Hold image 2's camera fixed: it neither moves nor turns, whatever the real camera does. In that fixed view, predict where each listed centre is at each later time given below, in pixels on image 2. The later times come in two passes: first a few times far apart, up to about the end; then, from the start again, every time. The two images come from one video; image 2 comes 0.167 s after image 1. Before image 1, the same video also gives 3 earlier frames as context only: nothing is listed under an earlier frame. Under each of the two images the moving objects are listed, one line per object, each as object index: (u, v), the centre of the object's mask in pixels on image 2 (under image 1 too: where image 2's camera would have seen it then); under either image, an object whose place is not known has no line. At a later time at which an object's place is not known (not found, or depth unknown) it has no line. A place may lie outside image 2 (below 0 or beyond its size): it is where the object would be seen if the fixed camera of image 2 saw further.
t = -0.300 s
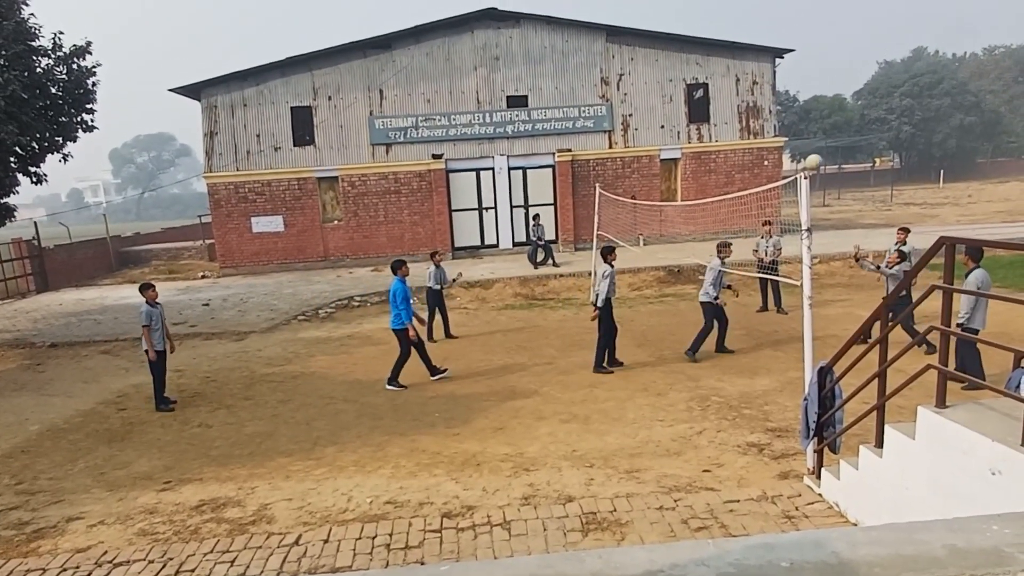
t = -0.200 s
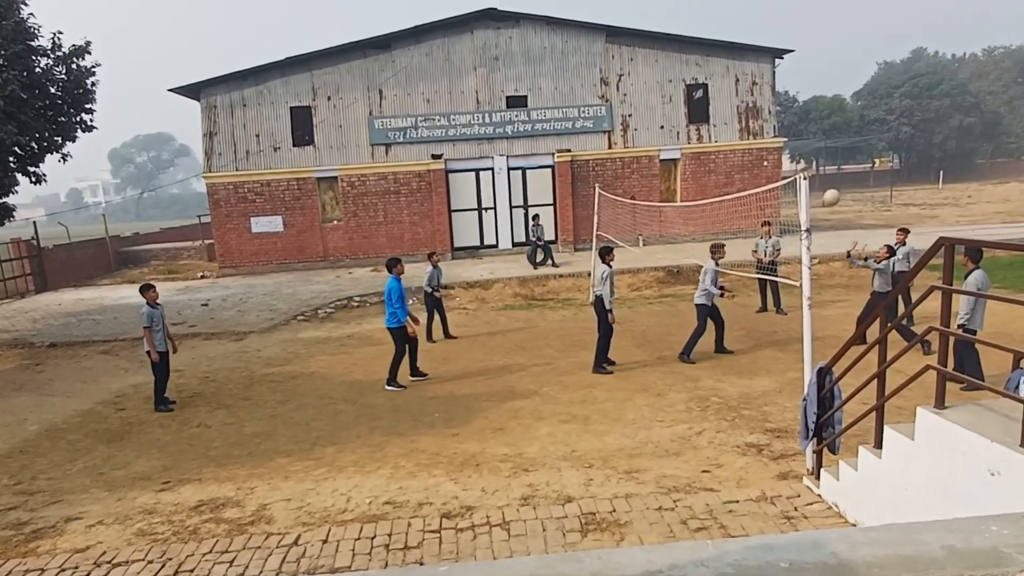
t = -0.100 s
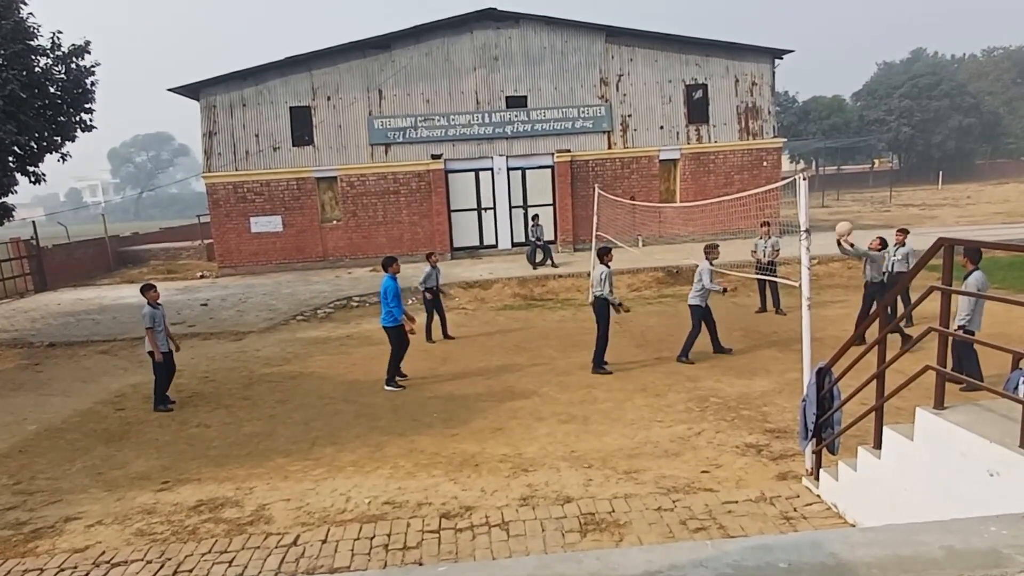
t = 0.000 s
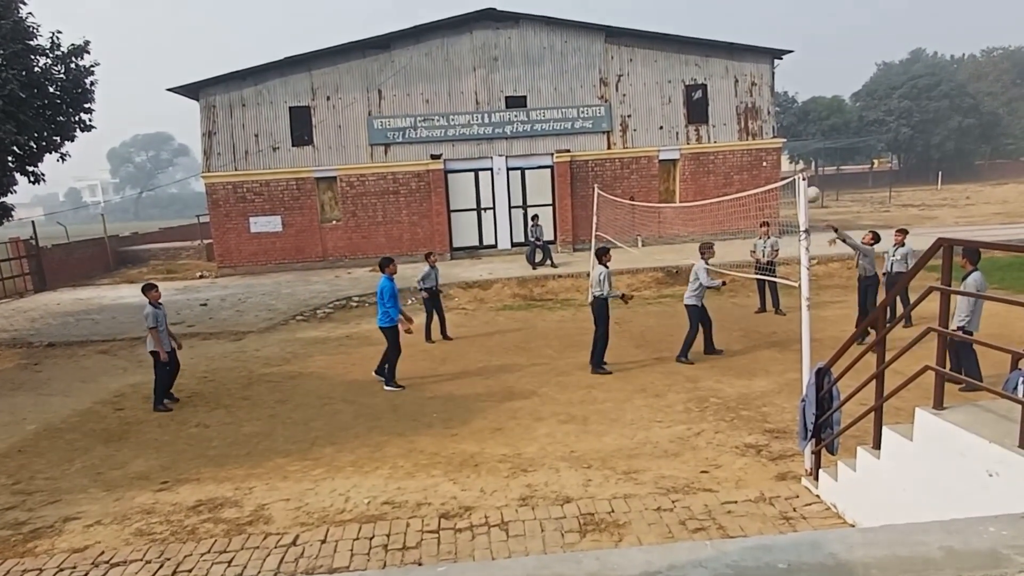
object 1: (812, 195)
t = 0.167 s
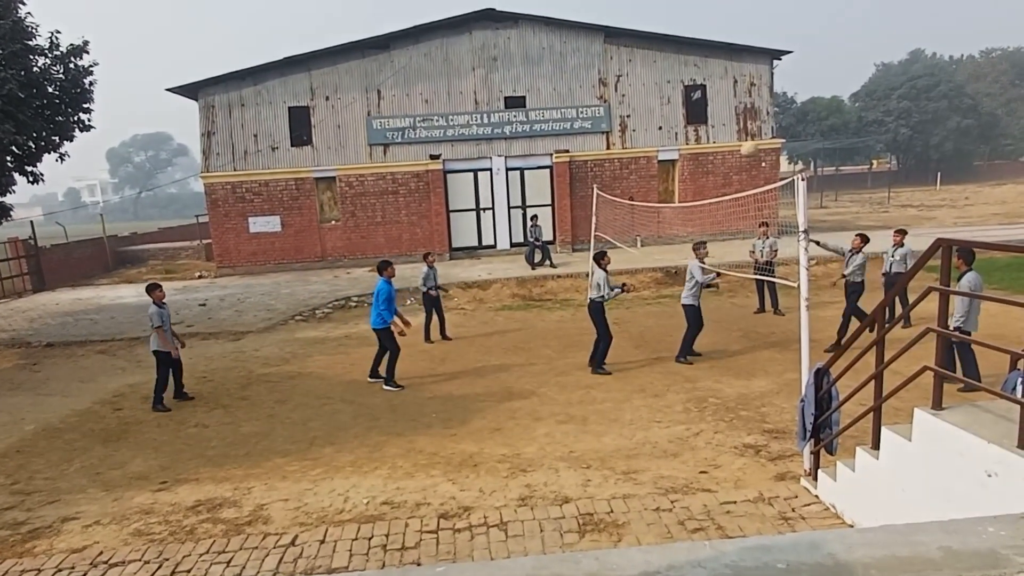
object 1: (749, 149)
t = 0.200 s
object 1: (736, 142)
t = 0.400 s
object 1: (658, 119)
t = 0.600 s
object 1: (576, 129)
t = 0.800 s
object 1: (496, 174)
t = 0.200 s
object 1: (736, 142)
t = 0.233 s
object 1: (723, 136)
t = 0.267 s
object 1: (710, 131)
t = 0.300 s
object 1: (697, 127)
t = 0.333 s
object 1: (684, 123)
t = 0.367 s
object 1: (671, 121)
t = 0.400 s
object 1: (658, 119)
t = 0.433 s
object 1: (644, 119)
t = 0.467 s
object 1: (630, 119)
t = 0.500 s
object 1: (617, 120)
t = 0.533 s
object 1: (604, 122)
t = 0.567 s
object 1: (590, 125)
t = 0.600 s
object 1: (576, 129)
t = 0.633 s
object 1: (563, 133)
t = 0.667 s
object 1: (550, 140)
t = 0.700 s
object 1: (537, 146)
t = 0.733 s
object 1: (522, 155)
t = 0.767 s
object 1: (510, 164)
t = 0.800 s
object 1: (496, 174)
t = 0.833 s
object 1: (482, 184)
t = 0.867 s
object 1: (470, 196)
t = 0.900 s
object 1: (457, 208)
